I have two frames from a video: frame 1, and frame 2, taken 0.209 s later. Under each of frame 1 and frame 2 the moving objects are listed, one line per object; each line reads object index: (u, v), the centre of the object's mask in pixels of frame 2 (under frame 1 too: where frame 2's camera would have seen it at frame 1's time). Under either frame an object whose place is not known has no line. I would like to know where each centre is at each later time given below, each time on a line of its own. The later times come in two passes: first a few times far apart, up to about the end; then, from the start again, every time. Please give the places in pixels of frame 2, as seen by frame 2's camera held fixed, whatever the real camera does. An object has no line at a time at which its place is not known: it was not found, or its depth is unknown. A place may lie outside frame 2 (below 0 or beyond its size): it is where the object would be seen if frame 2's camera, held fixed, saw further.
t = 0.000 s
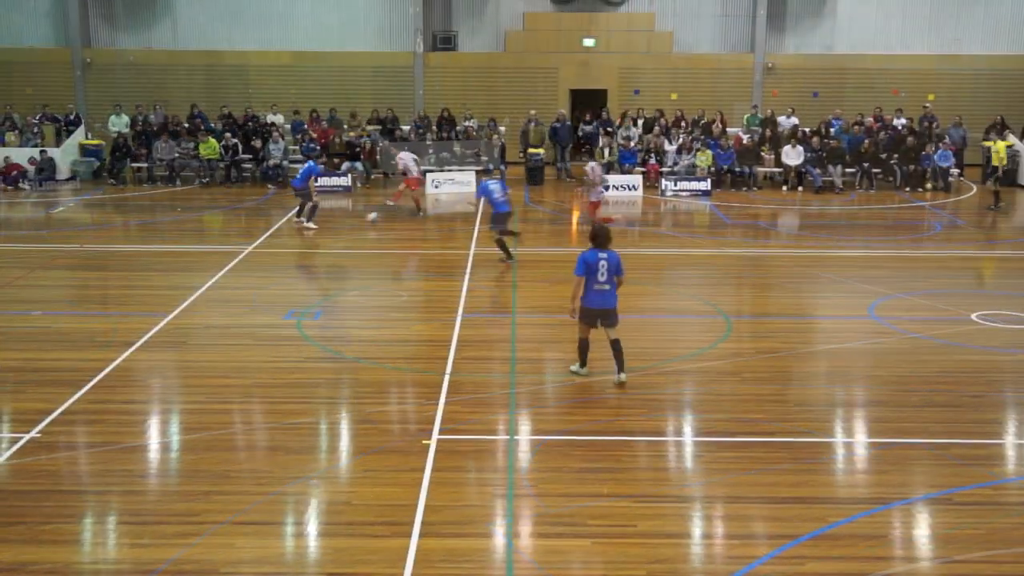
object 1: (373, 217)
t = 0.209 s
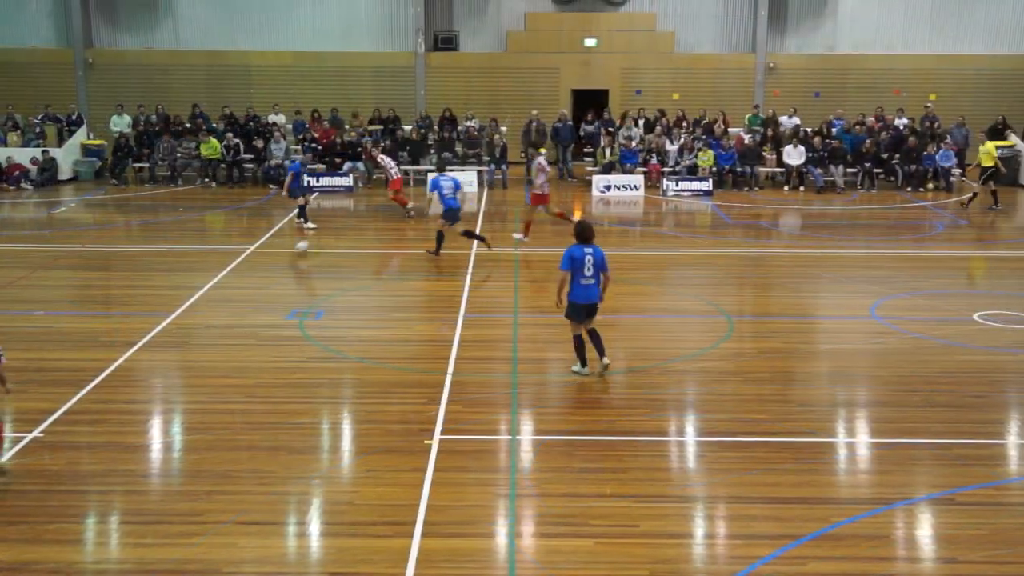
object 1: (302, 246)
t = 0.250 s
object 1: (285, 254)
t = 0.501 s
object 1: (184, 299)
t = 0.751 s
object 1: (59, 353)
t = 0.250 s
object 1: (285, 254)
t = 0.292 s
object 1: (270, 263)
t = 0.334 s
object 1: (255, 266)
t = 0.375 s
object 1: (238, 272)
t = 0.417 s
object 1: (220, 282)
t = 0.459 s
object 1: (202, 292)
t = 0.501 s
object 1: (184, 299)
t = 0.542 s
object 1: (165, 308)
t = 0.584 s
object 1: (146, 316)
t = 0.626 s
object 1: (125, 325)
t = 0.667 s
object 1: (104, 335)
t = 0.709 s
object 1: (81, 342)
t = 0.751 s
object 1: (59, 353)
